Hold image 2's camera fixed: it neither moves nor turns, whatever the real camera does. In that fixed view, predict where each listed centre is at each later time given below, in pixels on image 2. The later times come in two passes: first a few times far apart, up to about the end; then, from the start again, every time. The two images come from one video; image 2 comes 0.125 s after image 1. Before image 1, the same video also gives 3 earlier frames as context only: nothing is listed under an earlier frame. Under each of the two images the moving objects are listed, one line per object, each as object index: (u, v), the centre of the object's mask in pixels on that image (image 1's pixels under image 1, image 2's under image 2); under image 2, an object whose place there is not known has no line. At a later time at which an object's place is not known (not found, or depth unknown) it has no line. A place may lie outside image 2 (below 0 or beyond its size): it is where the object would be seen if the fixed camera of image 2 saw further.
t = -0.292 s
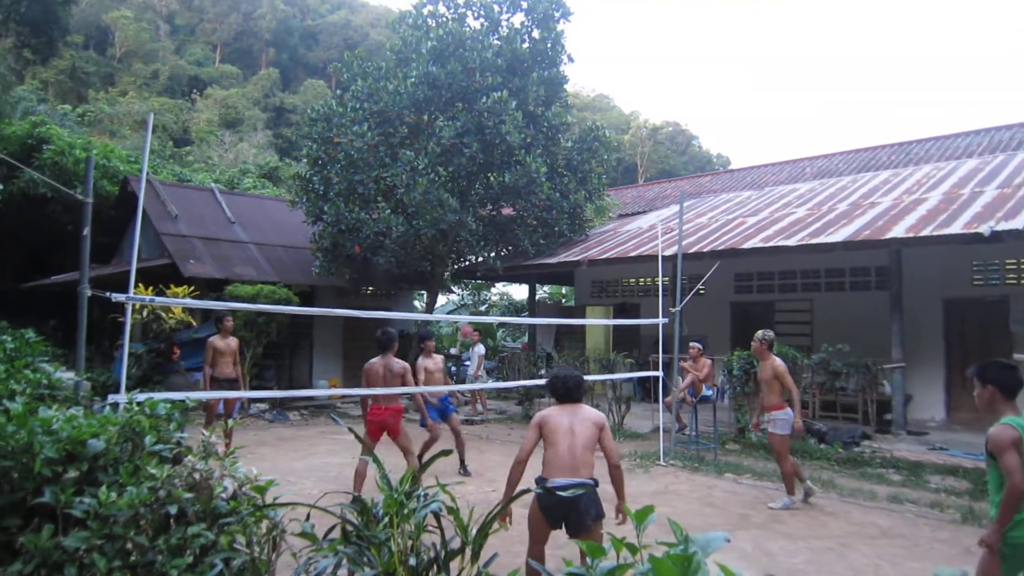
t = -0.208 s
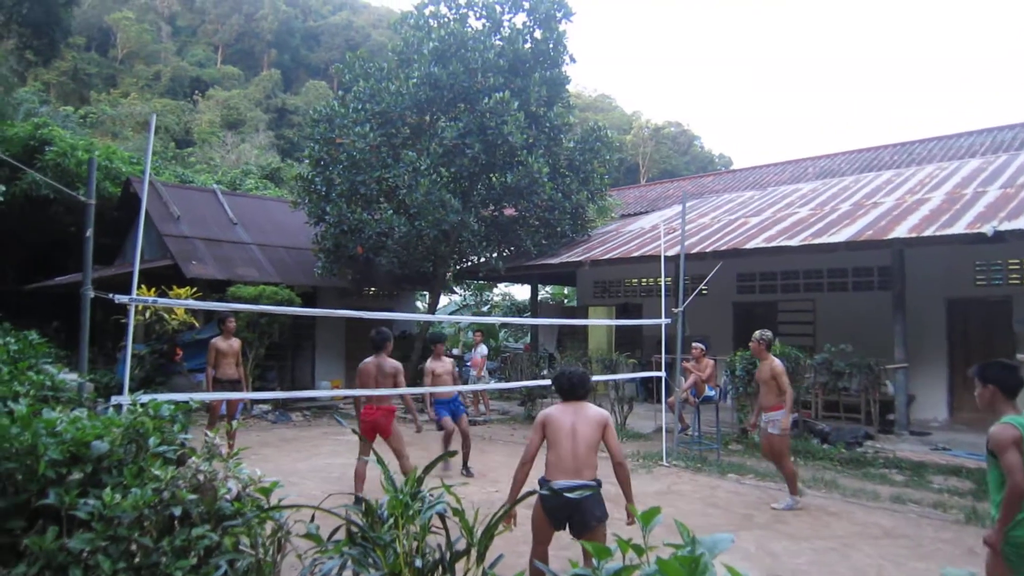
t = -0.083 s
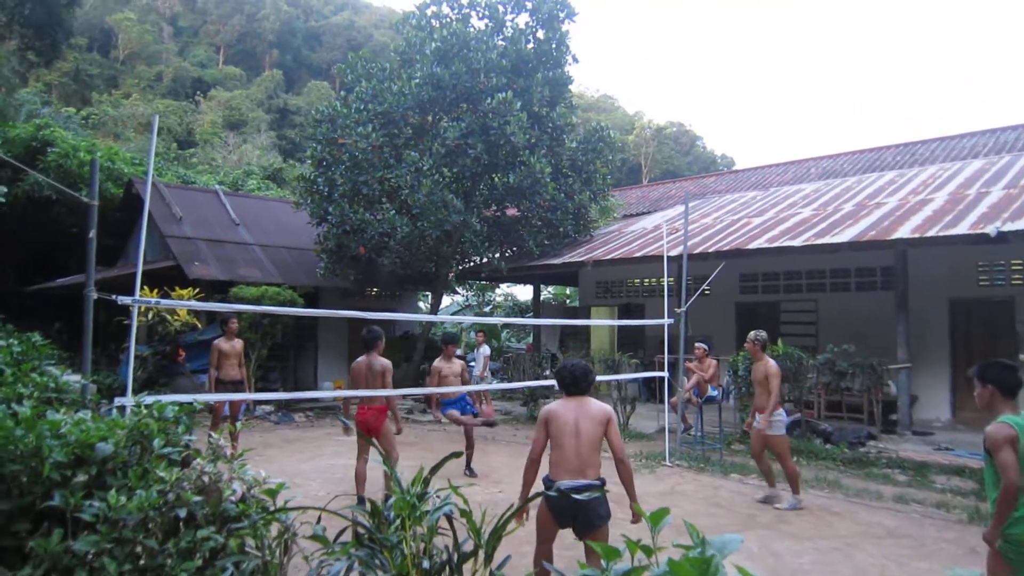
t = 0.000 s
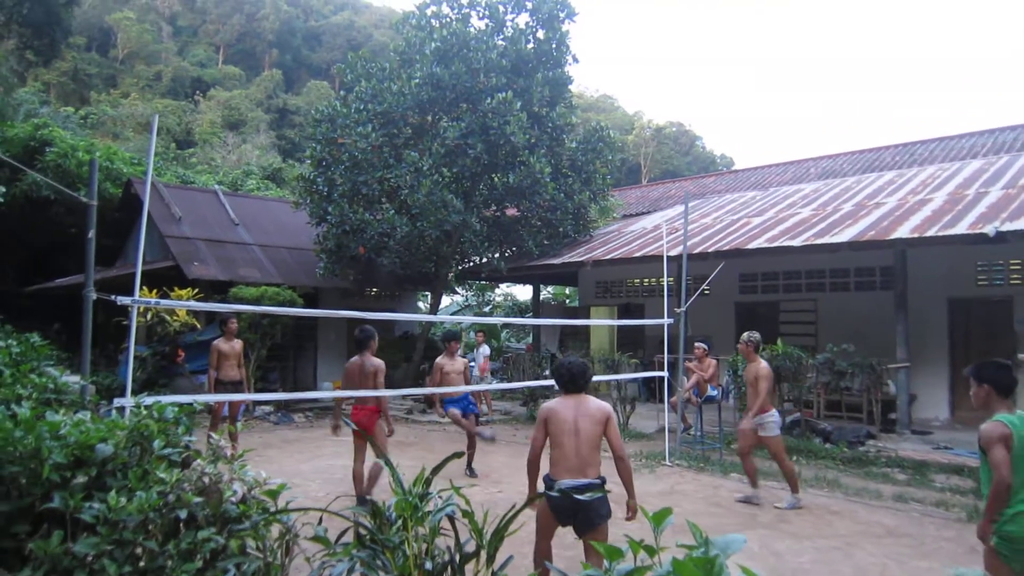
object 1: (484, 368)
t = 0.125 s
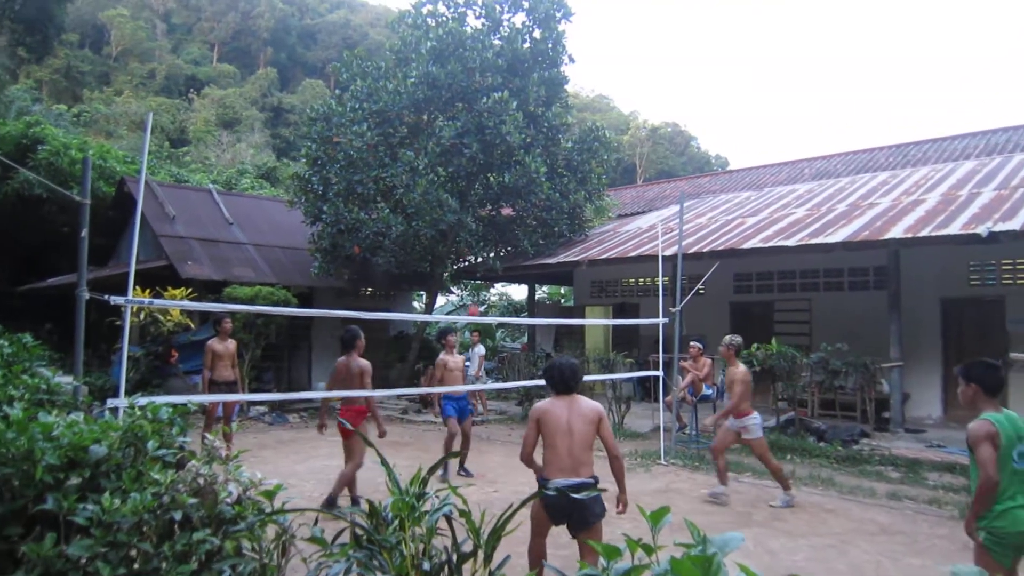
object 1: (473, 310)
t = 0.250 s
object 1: (467, 272)
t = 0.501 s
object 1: (455, 235)
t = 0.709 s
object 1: (446, 248)
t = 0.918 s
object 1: (434, 301)
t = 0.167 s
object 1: (472, 297)
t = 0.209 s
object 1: (469, 283)
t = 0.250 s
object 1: (467, 272)
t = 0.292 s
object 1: (465, 262)
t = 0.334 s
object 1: (463, 253)
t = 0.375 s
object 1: (462, 248)
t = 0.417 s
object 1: (460, 241)
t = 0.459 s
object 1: (458, 238)
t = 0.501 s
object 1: (455, 235)
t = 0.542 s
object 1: (454, 235)
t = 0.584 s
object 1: (451, 236)
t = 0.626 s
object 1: (449, 238)
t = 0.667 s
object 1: (447, 243)
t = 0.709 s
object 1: (446, 248)
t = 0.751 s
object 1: (443, 255)
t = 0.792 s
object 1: (441, 265)
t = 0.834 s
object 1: (439, 275)
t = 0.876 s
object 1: (437, 287)
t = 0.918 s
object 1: (434, 301)
